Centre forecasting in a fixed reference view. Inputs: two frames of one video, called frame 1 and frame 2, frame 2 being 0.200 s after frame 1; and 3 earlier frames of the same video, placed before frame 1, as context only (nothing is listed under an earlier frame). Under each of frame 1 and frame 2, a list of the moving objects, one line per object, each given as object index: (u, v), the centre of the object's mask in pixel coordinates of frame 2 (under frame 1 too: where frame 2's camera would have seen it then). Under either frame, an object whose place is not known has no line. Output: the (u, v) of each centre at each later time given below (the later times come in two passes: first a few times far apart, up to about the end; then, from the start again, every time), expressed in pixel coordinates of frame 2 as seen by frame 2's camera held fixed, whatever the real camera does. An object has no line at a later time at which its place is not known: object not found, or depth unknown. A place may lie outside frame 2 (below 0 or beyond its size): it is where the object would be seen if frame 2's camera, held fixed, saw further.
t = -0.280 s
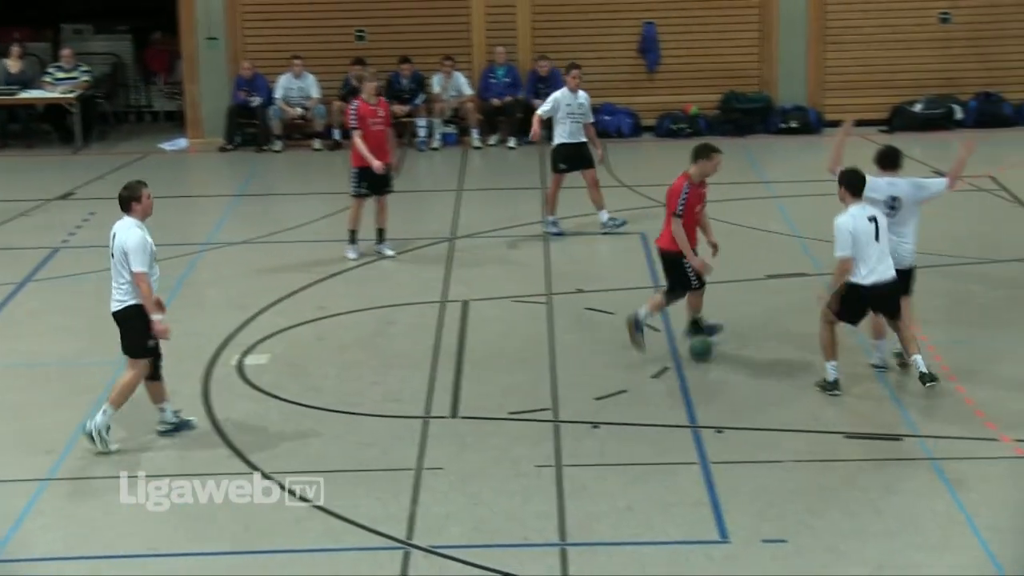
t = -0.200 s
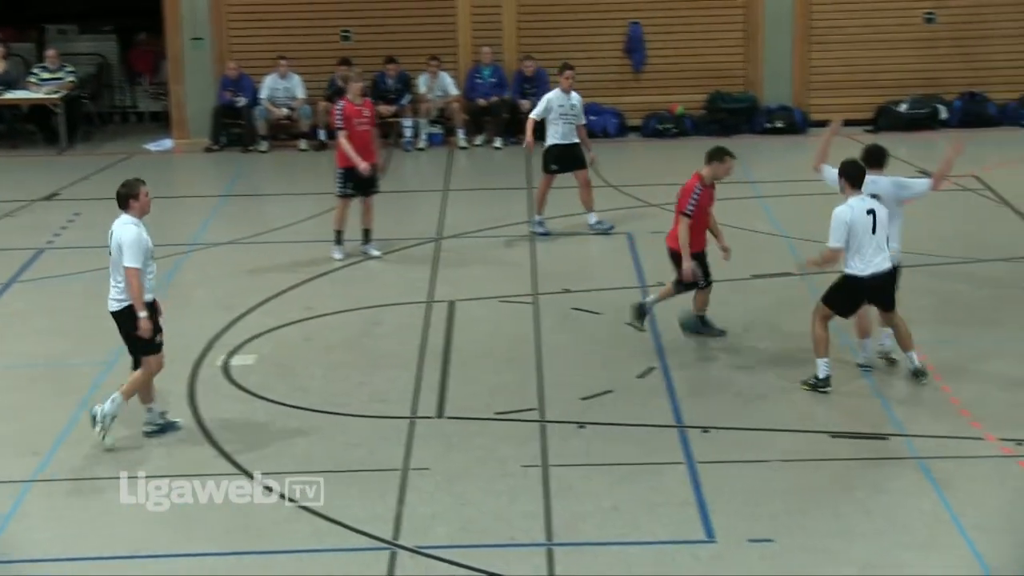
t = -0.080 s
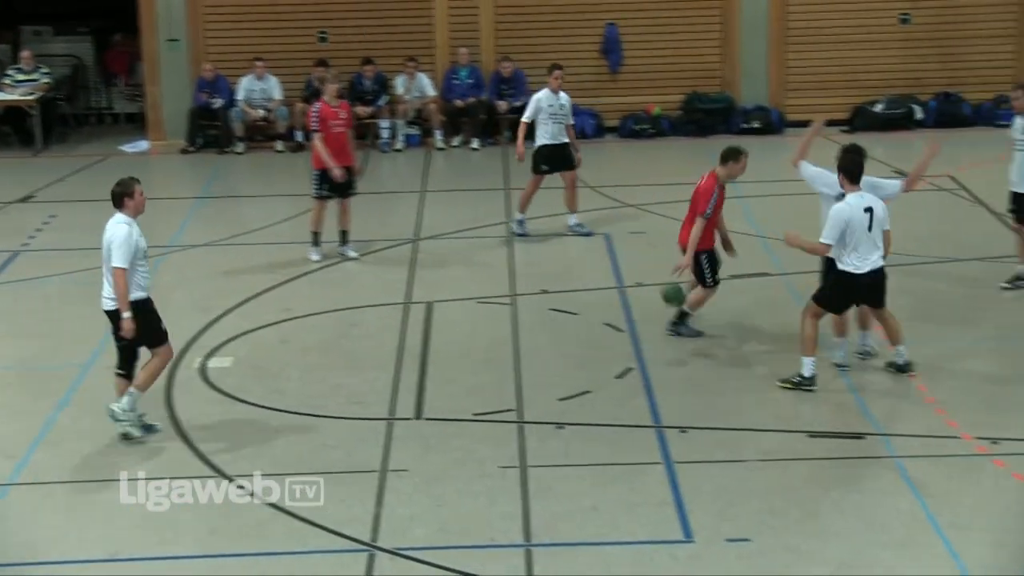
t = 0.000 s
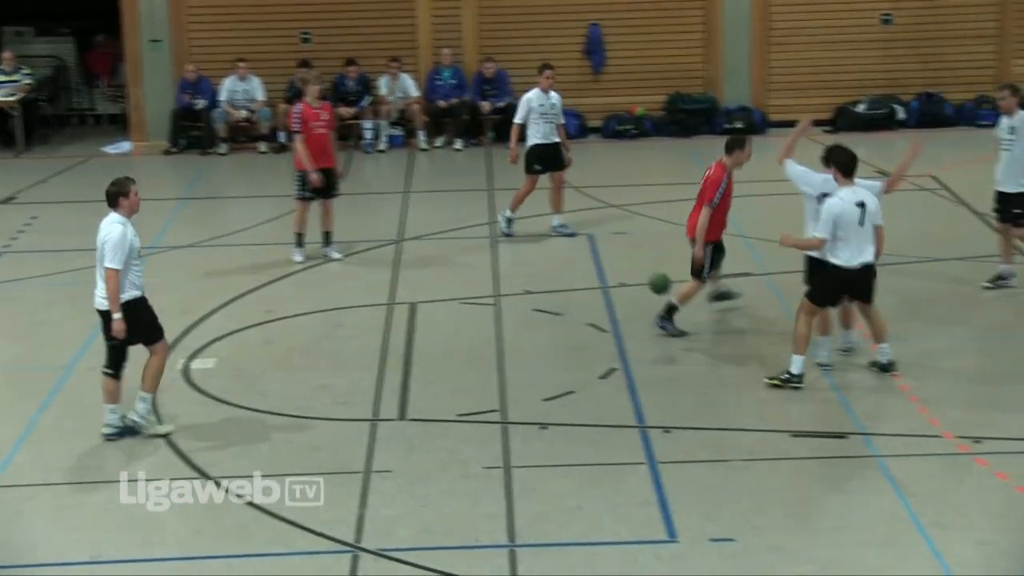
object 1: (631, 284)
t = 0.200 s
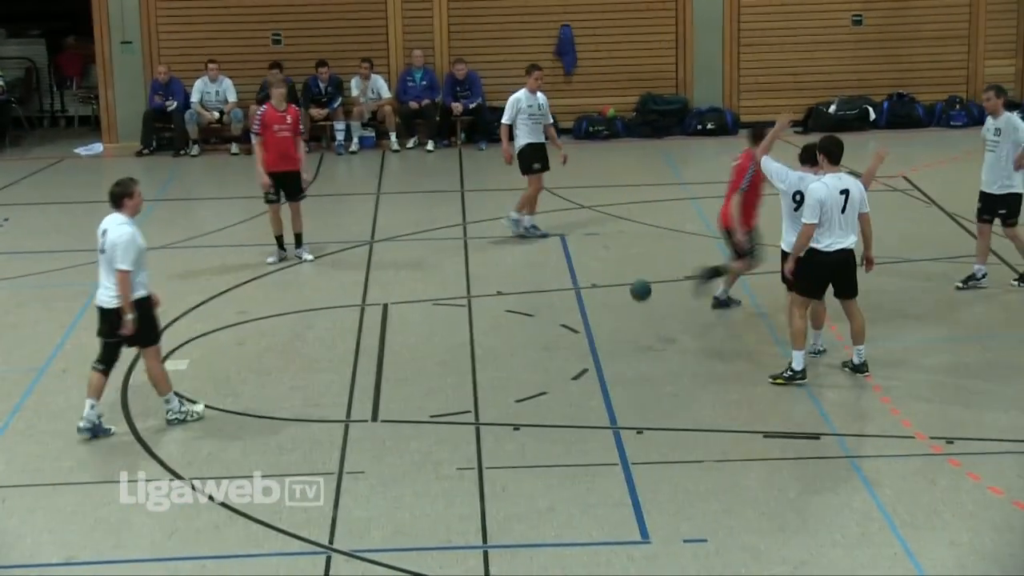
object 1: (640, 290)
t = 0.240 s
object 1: (642, 297)
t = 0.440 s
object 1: (652, 300)
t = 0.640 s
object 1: (662, 282)
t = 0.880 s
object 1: (674, 293)
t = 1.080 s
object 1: (682, 281)
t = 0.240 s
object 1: (642, 297)
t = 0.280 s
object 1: (644, 305)
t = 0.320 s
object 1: (645, 314)
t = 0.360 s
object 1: (648, 320)
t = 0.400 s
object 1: (650, 309)
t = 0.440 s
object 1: (652, 300)
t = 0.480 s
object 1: (653, 293)
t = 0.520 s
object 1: (655, 288)
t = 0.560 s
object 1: (658, 284)
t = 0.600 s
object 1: (660, 282)
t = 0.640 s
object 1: (662, 282)
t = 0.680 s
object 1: (664, 284)
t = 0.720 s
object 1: (666, 286)
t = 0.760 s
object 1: (668, 292)
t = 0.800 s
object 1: (670, 297)
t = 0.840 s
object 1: (672, 301)
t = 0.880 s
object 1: (674, 293)
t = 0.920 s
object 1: (676, 287)
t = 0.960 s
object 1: (677, 283)
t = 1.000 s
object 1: (679, 281)
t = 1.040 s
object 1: (681, 281)
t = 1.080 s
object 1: (682, 281)
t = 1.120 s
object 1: (685, 284)
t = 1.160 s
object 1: (687, 288)
